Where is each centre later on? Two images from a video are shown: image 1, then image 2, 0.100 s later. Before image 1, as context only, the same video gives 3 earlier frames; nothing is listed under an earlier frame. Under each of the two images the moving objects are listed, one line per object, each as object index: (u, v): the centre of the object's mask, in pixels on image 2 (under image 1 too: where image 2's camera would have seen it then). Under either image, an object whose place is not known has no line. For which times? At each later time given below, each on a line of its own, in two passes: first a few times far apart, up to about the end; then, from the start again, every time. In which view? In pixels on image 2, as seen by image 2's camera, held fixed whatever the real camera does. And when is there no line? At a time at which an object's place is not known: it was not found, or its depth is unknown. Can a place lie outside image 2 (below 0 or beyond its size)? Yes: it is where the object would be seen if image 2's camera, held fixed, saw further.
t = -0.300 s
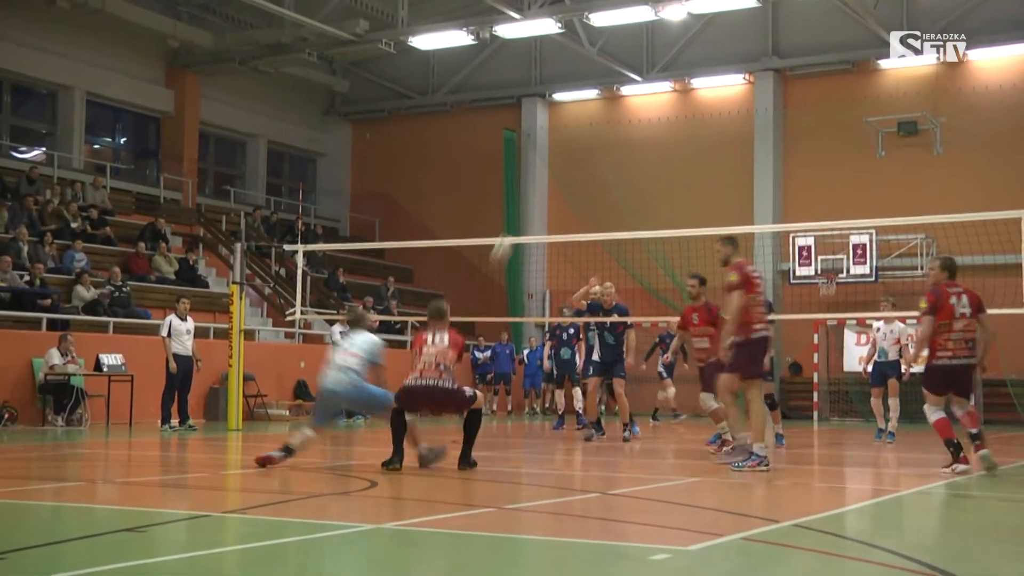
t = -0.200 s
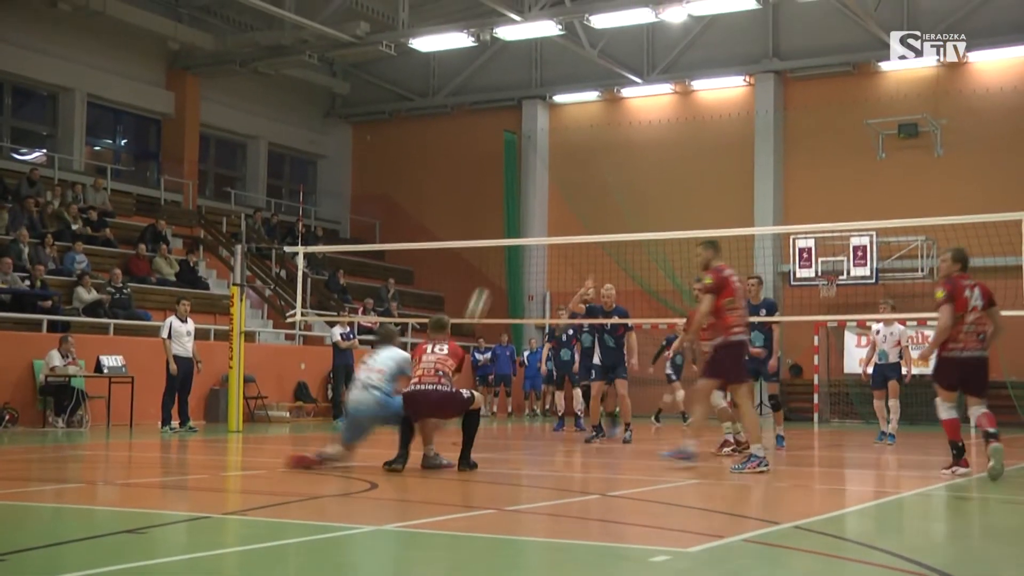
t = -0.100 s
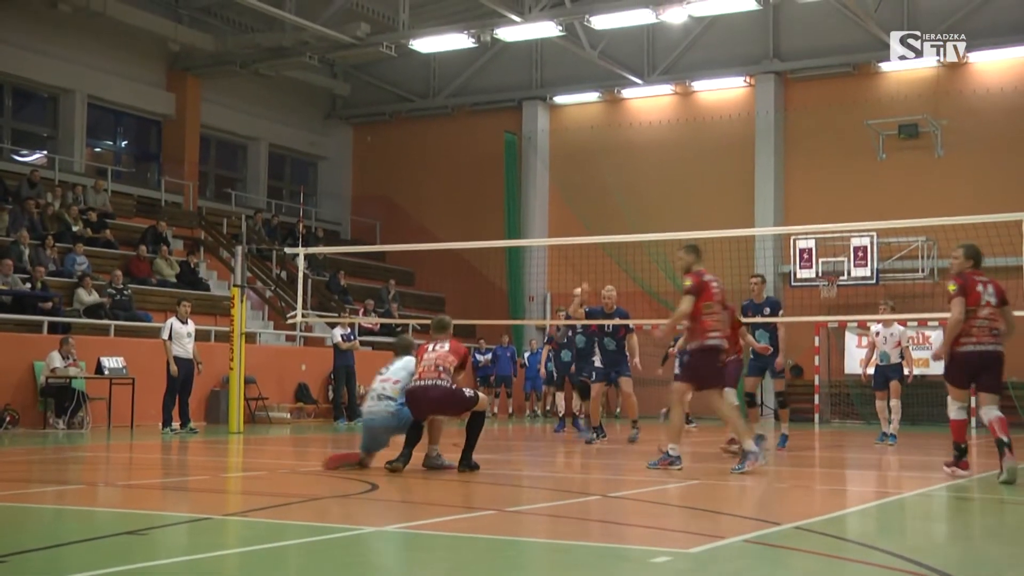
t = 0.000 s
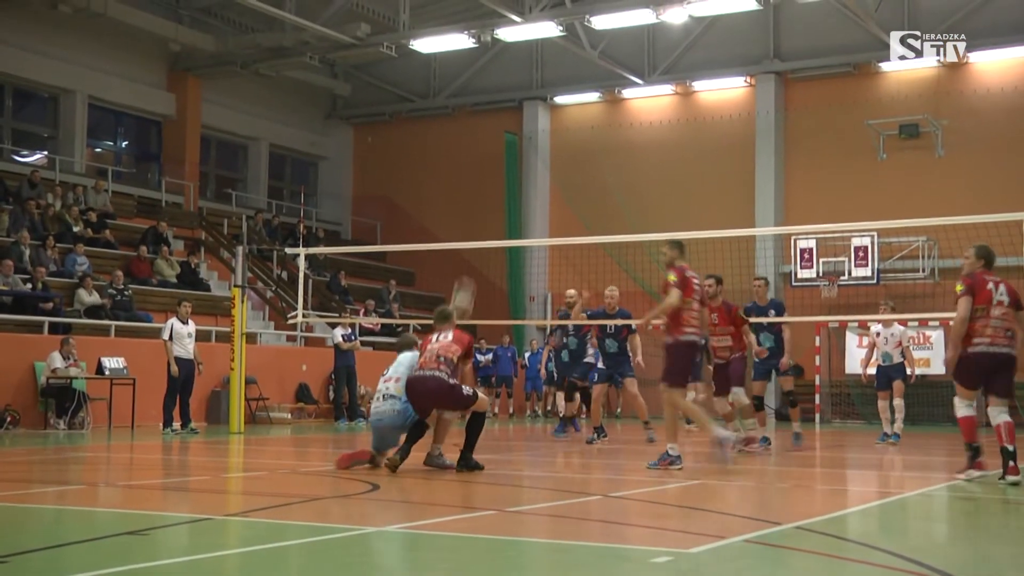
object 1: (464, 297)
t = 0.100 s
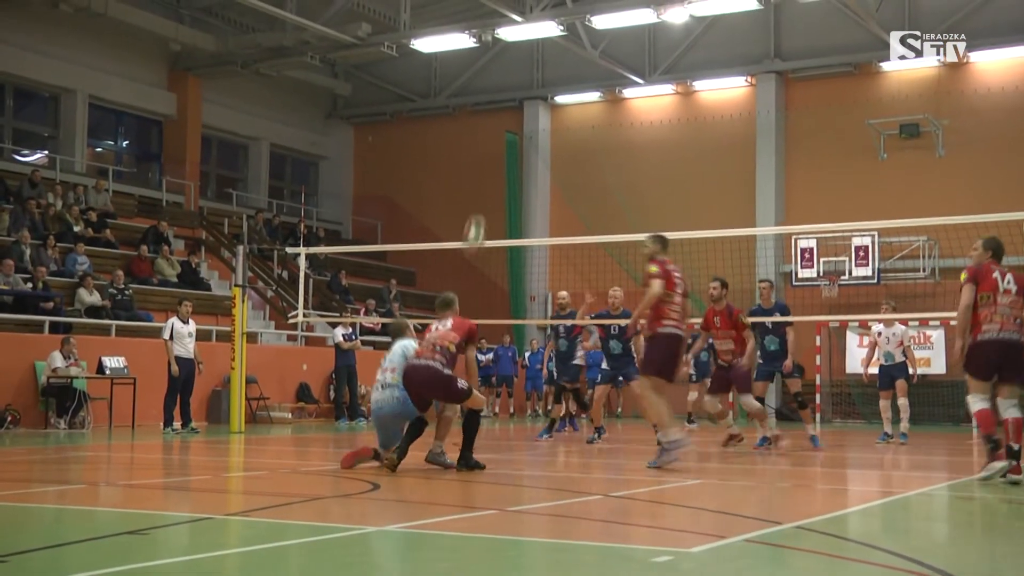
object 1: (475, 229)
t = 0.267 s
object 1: (491, 156)
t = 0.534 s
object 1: (515, 100)
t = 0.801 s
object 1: (534, 112)
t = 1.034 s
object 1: (548, 174)
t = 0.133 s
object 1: (478, 215)
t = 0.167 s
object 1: (482, 198)
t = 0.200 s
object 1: (486, 182)
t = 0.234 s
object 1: (488, 170)
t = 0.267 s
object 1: (491, 156)
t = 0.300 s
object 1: (494, 142)
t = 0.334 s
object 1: (498, 134)
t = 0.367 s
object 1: (502, 125)
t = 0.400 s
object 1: (504, 117)
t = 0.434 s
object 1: (506, 112)
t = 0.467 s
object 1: (509, 107)
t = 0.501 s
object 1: (512, 103)
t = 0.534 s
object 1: (515, 100)
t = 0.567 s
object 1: (518, 97)
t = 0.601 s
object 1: (520, 97)
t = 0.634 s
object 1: (522, 97)
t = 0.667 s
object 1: (524, 98)
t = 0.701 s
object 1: (526, 100)
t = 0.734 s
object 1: (529, 103)
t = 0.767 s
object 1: (531, 107)
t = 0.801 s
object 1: (534, 112)
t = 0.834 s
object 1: (536, 119)
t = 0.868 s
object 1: (538, 127)
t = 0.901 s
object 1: (540, 133)
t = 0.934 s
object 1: (542, 142)
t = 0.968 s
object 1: (545, 153)
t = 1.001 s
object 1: (547, 162)
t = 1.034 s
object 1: (548, 174)
